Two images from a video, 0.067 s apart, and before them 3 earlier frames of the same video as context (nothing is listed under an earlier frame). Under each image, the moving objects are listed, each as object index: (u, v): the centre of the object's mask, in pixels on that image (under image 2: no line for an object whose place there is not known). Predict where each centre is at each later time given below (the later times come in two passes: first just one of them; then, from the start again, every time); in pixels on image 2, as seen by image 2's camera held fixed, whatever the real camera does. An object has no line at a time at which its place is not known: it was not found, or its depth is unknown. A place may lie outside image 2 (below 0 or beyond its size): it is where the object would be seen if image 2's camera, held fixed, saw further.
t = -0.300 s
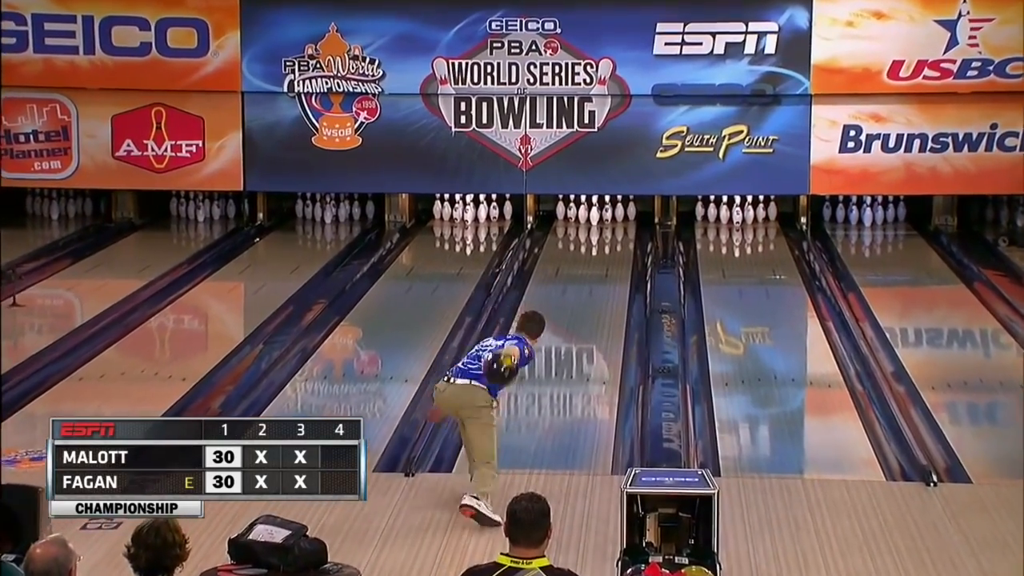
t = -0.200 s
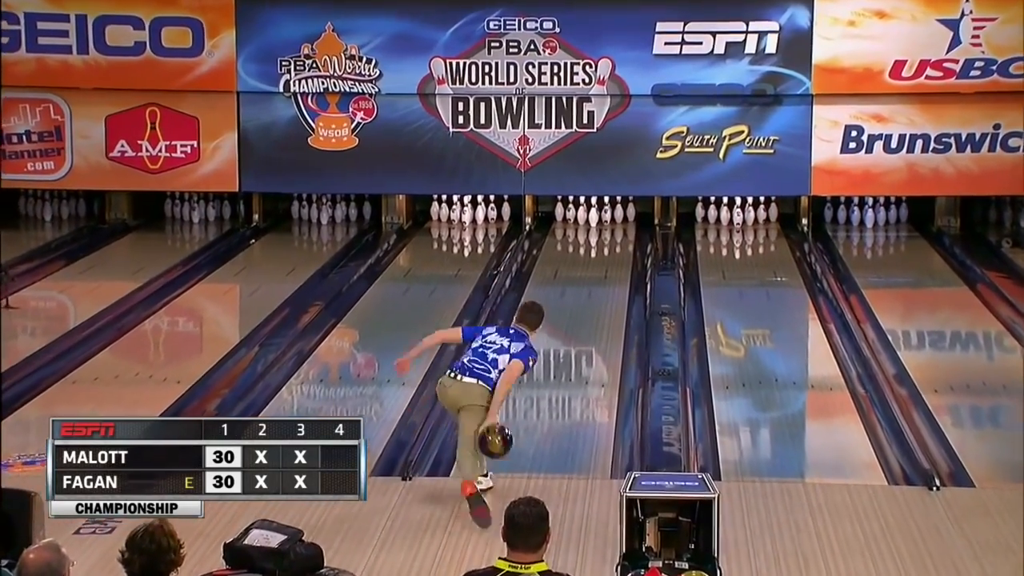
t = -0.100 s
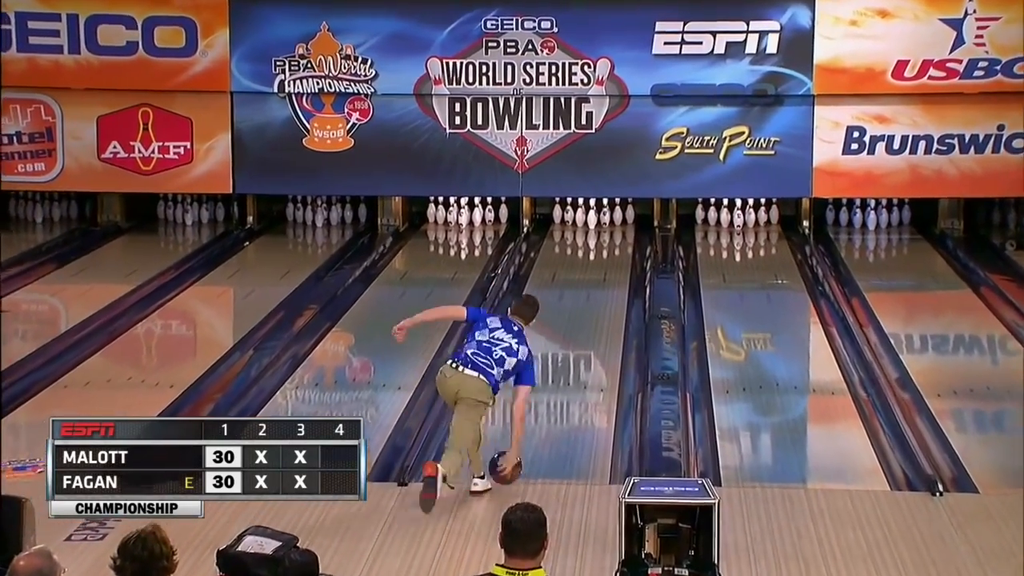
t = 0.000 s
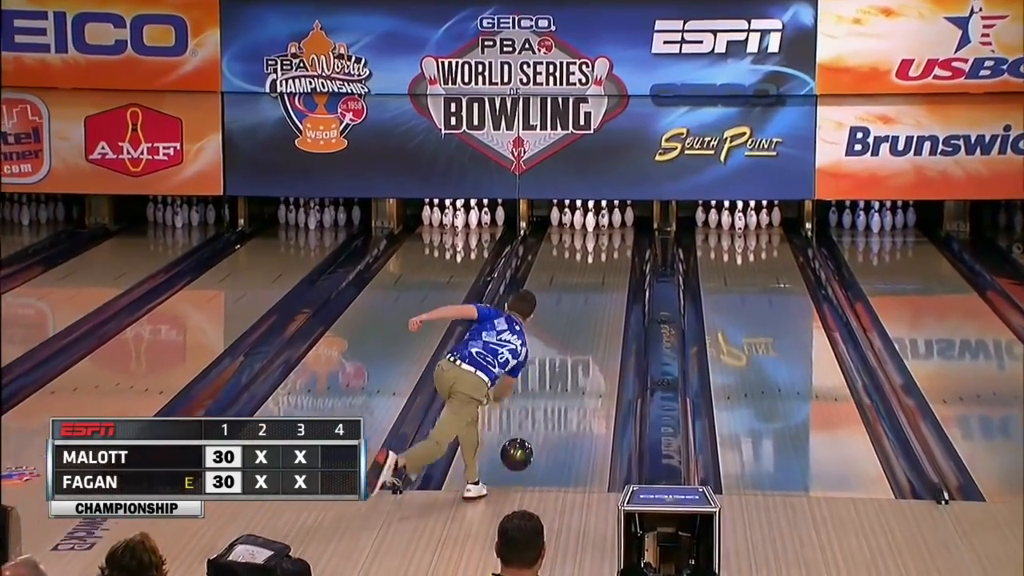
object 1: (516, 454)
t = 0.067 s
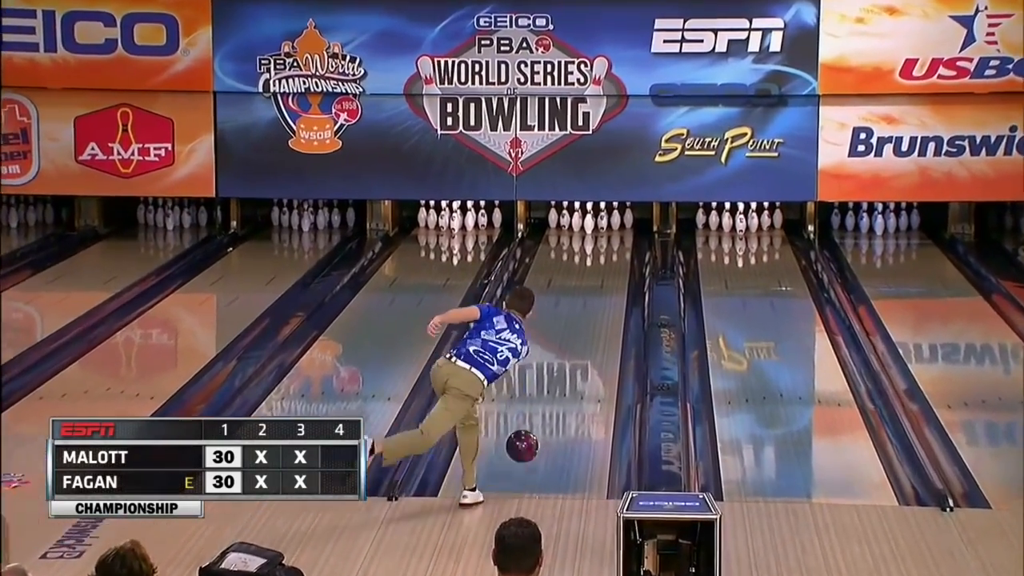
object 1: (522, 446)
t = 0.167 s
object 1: (534, 429)
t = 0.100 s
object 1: (526, 440)
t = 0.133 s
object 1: (530, 437)
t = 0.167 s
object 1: (534, 429)
